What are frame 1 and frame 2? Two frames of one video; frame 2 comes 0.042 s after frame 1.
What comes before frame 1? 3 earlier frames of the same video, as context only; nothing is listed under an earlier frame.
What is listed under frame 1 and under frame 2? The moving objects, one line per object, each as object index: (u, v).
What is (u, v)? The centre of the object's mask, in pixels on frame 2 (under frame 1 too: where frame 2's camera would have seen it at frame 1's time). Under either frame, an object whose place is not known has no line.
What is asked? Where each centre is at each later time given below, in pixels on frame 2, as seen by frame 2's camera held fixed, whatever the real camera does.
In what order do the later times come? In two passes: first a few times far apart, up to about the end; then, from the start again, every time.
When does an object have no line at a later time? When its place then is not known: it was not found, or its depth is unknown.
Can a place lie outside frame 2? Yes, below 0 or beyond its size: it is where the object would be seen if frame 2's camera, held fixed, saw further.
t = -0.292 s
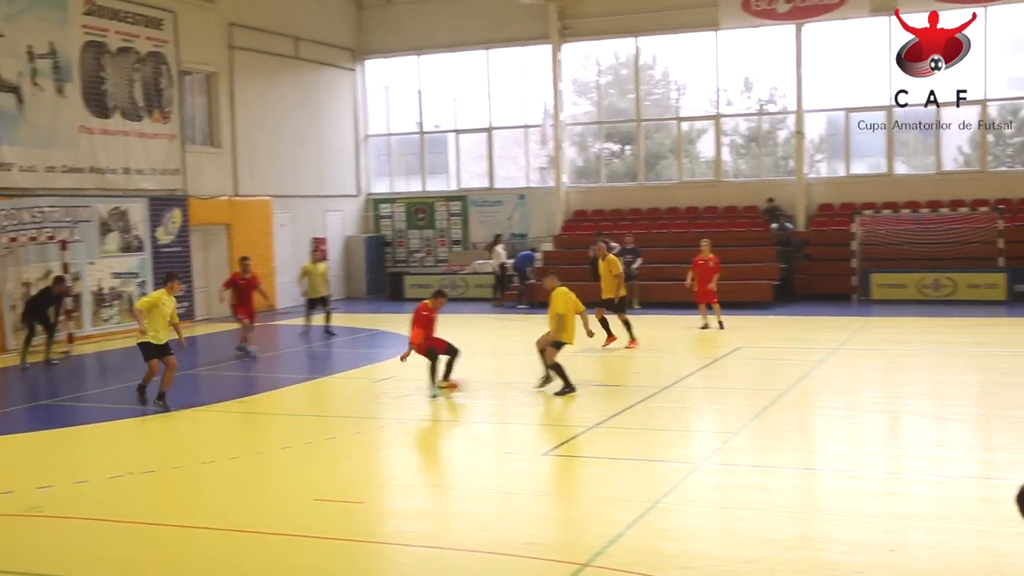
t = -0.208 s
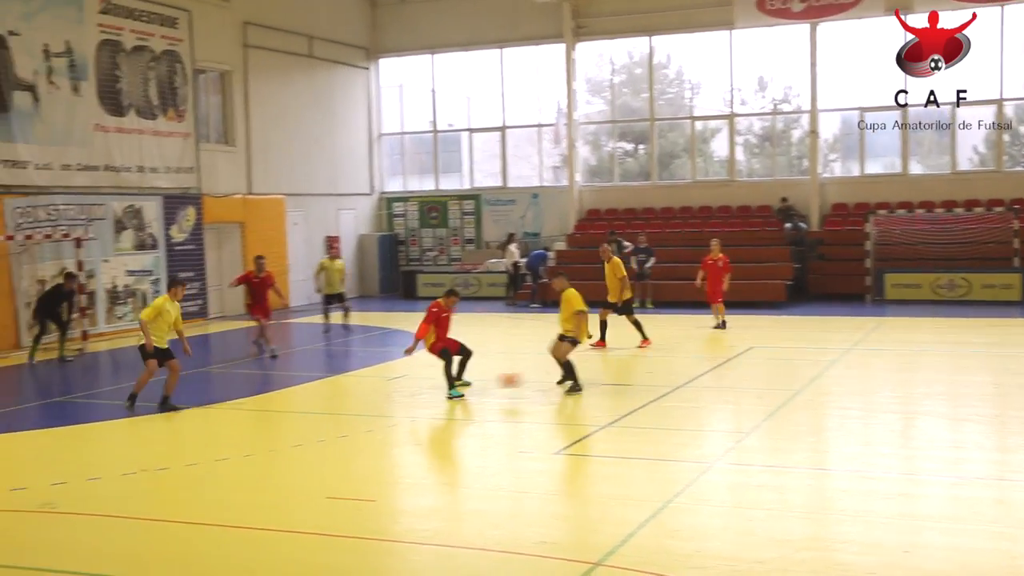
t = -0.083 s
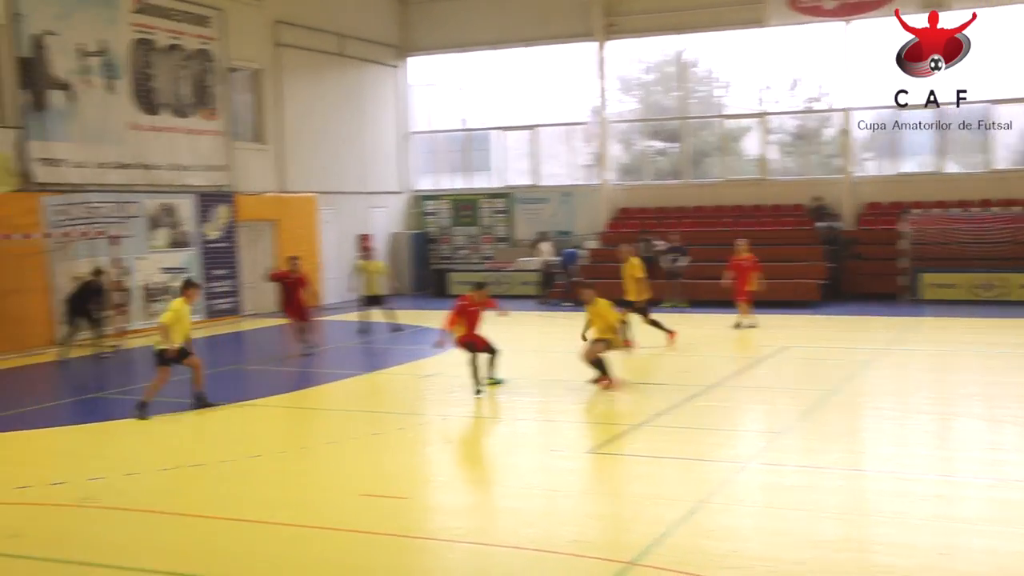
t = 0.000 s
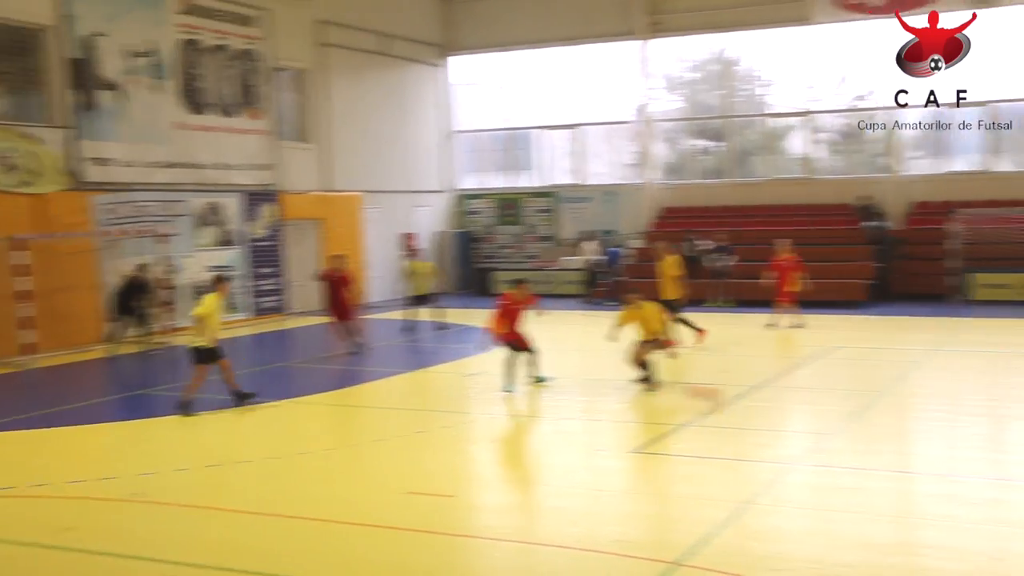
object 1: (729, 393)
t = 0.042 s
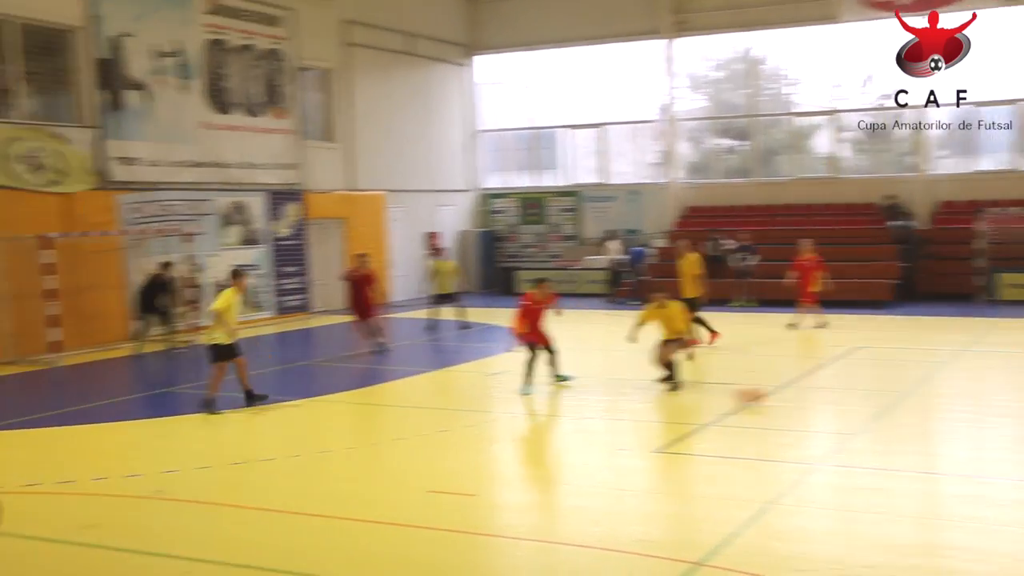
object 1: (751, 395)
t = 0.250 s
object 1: (851, 402)
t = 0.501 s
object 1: (959, 408)
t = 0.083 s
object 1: (771, 395)
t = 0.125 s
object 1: (792, 395)
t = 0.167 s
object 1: (811, 397)
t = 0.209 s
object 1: (833, 400)
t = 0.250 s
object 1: (851, 402)
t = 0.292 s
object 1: (870, 401)
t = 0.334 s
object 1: (889, 403)
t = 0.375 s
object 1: (909, 405)
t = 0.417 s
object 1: (925, 406)
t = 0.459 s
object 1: (943, 407)
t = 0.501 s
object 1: (959, 408)
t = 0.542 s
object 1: (975, 409)
